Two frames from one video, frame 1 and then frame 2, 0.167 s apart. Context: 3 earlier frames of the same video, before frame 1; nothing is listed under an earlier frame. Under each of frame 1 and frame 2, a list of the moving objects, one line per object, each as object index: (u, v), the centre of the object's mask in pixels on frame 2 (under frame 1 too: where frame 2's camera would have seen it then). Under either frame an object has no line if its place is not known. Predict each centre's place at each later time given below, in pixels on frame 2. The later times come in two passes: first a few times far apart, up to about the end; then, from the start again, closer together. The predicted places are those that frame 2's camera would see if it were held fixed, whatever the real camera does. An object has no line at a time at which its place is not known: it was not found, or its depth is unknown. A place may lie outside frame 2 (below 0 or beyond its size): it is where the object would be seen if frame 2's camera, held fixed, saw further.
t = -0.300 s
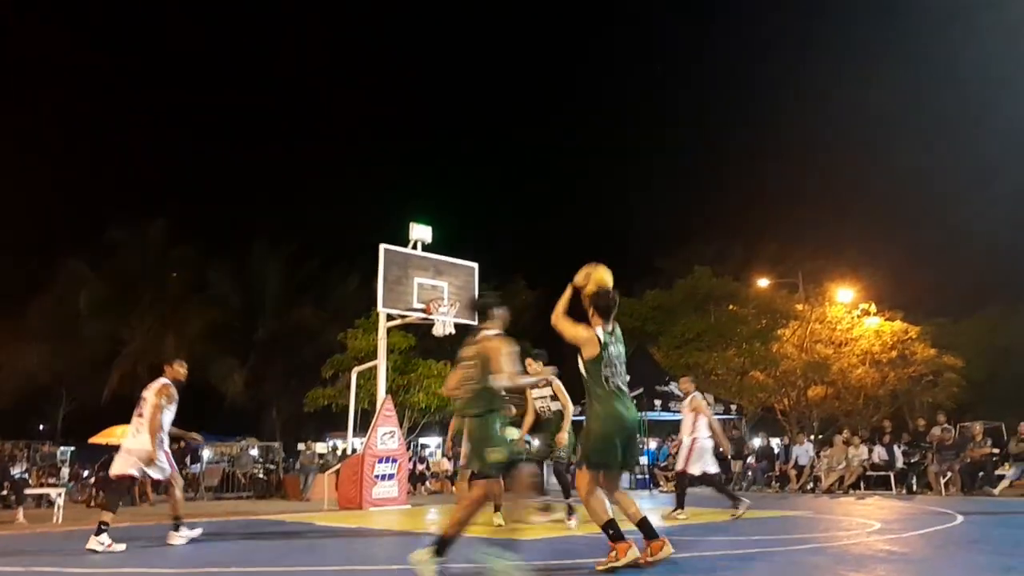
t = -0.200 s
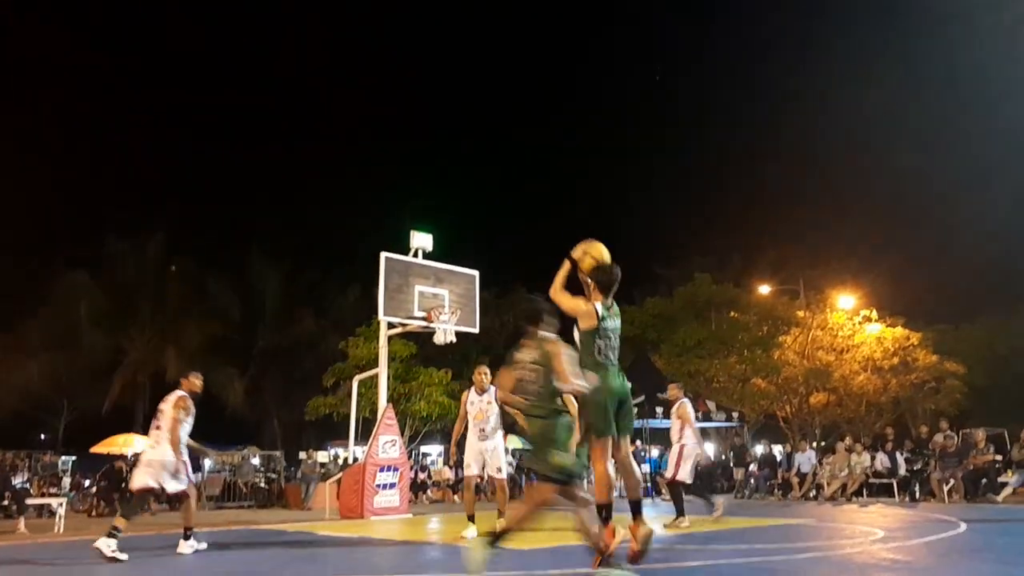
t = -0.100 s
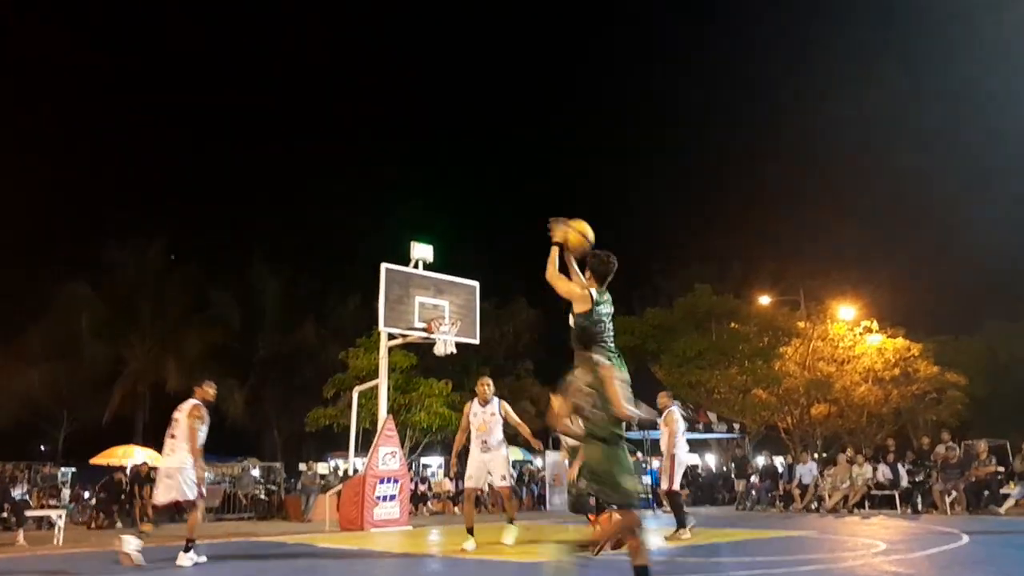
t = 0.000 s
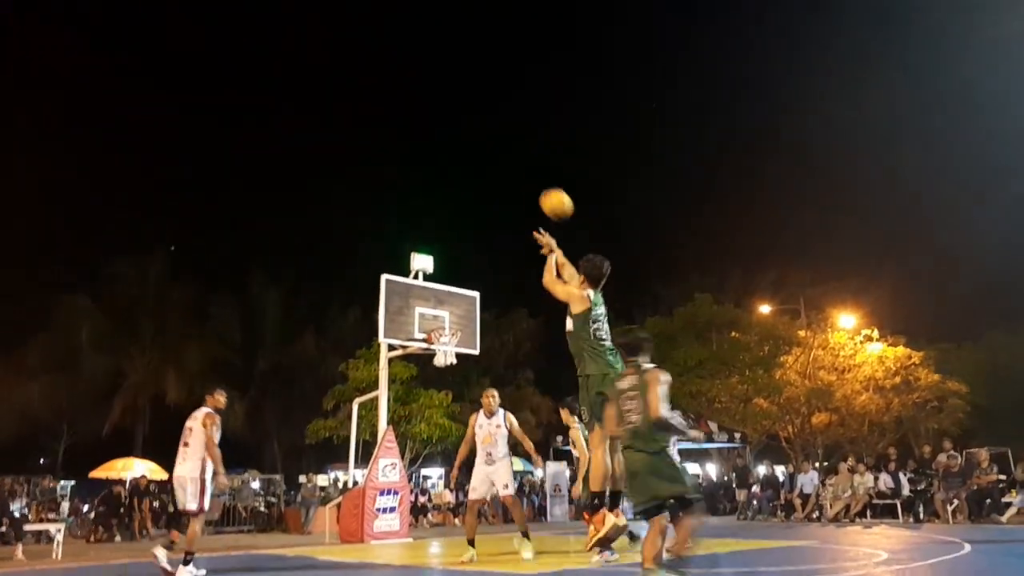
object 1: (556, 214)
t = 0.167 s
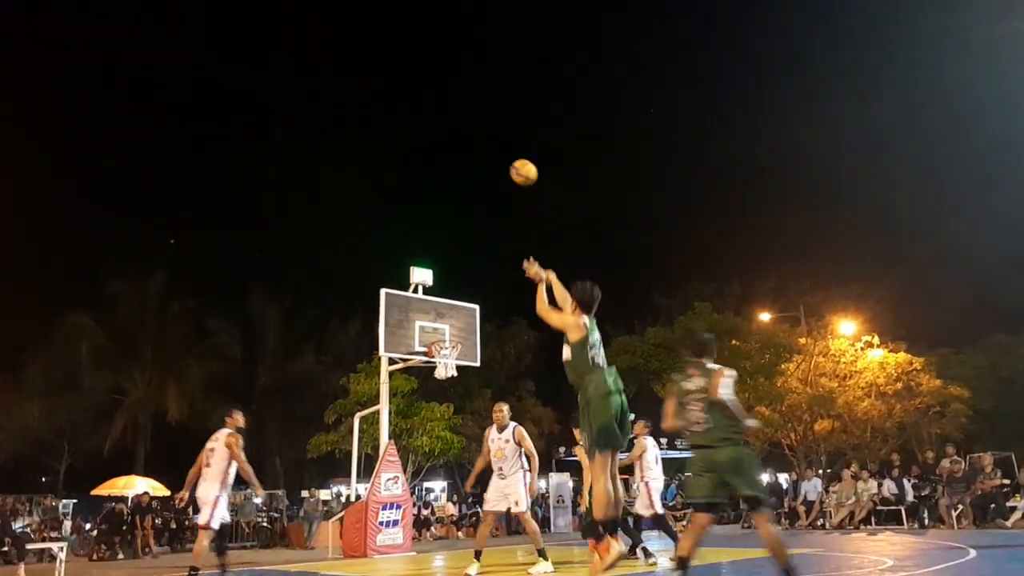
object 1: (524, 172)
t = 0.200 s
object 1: (519, 168)
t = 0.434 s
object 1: (492, 166)
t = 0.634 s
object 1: (477, 194)
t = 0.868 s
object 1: (462, 252)
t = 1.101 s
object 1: (454, 331)
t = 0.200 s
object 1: (519, 168)
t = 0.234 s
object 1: (514, 165)
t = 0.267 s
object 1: (510, 163)
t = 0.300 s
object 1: (506, 162)
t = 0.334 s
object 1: (502, 161)
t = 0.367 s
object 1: (499, 162)
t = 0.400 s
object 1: (495, 164)
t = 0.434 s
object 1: (492, 166)
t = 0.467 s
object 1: (490, 169)
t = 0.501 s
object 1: (487, 173)
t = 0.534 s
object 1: (484, 177)
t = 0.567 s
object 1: (481, 182)
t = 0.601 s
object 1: (479, 188)
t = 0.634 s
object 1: (477, 194)
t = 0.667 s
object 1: (474, 200)
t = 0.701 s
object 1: (472, 208)
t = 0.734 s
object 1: (470, 216)
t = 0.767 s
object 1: (468, 224)
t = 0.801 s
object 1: (465, 233)
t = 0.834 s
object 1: (463, 242)
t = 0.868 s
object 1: (462, 252)
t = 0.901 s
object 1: (460, 262)
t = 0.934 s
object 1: (459, 272)
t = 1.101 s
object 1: (454, 331)
